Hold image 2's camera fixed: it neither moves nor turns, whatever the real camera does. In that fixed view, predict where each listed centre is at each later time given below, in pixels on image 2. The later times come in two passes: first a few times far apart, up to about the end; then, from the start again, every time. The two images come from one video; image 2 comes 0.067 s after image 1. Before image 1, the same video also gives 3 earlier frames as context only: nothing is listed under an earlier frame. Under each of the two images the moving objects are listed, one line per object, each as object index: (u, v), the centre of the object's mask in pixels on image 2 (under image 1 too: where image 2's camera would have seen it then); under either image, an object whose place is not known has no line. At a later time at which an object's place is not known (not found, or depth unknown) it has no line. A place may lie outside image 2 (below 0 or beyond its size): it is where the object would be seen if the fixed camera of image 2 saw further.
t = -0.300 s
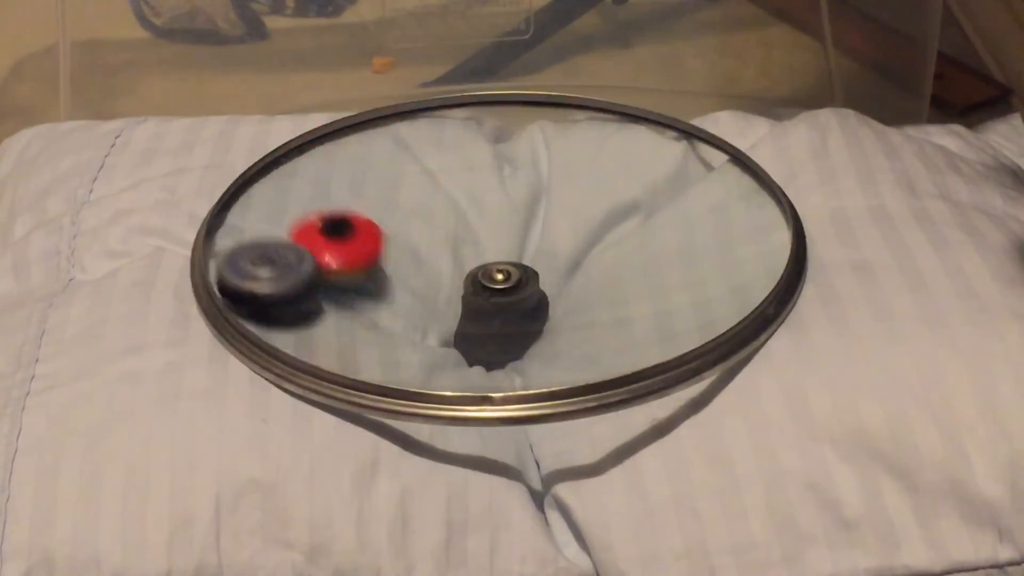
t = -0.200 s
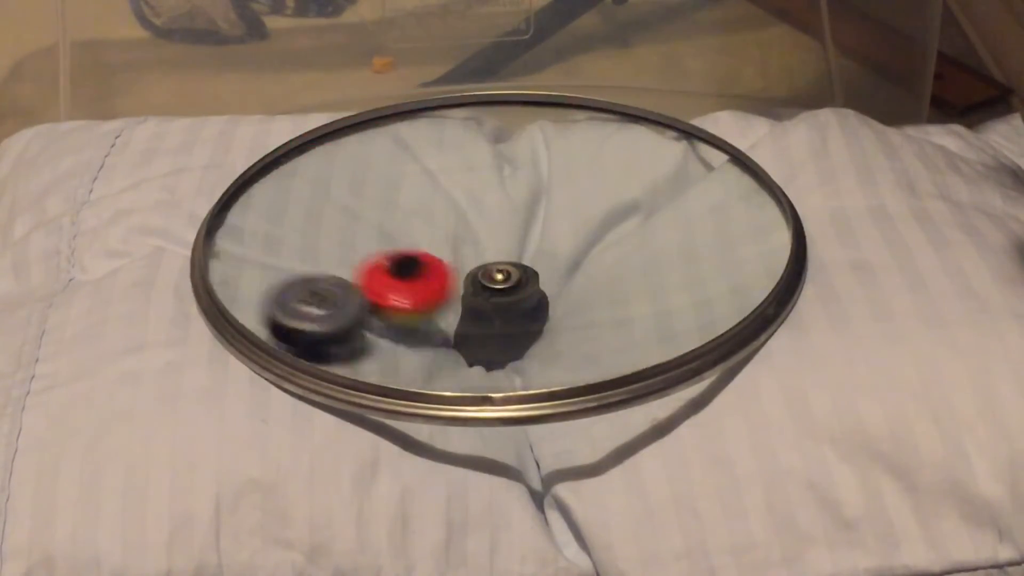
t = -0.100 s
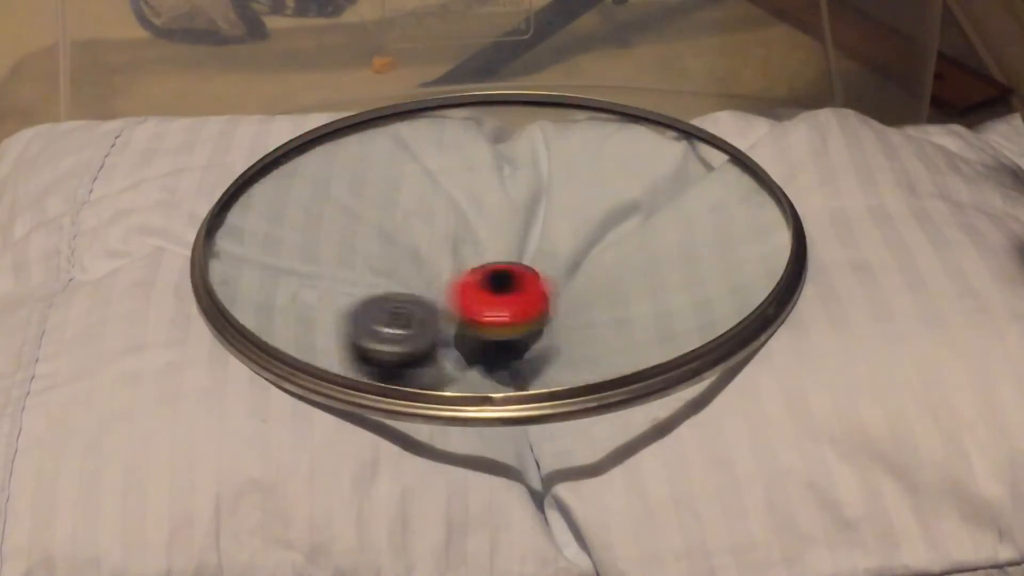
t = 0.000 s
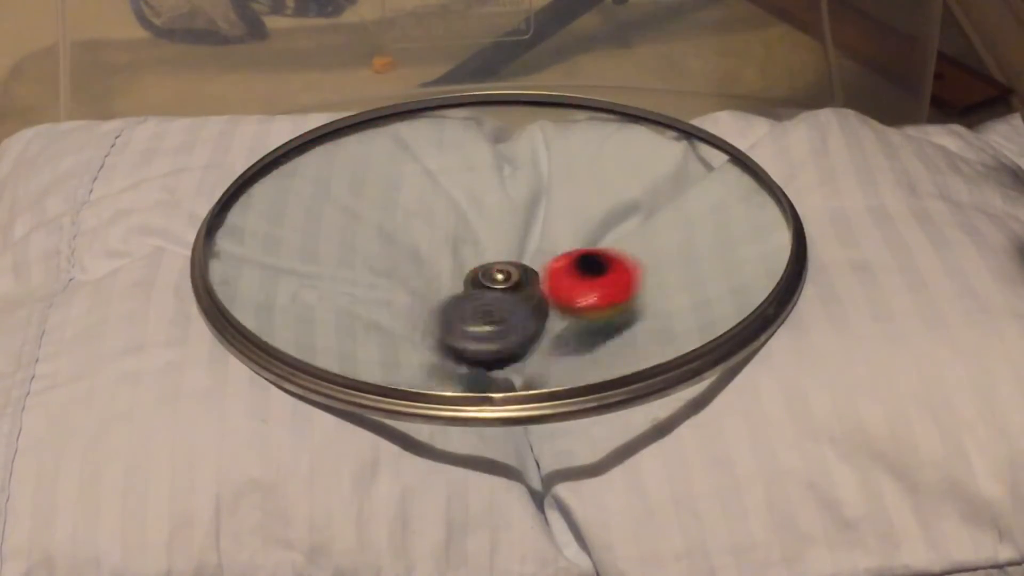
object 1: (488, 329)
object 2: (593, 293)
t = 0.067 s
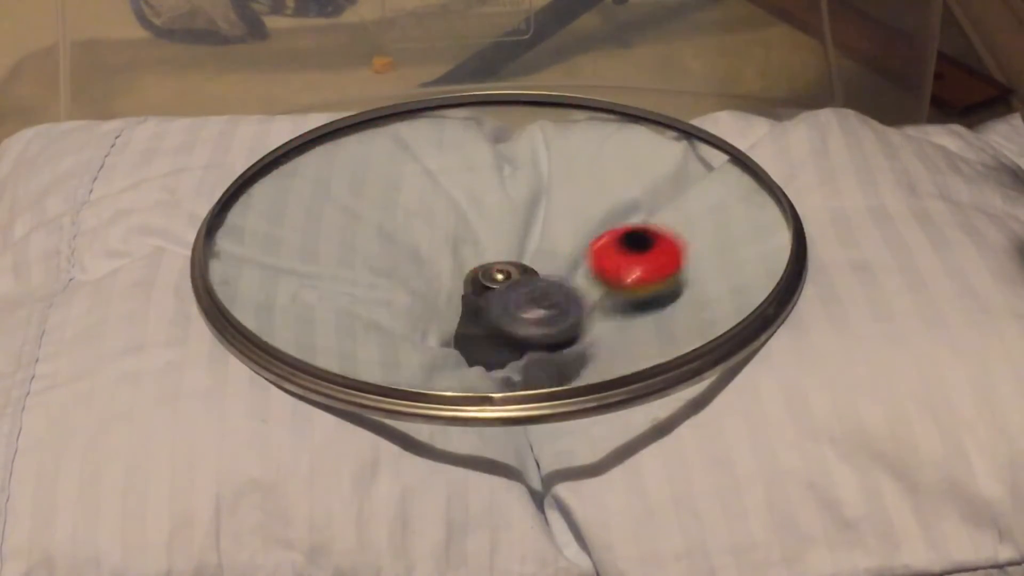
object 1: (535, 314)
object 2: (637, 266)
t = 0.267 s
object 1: (621, 232)
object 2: (660, 170)
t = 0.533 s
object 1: (561, 154)
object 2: (454, 127)
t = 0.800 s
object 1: (425, 148)
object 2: (306, 228)
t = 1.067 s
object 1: (346, 224)
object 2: (415, 337)
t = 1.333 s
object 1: (409, 301)
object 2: (644, 292)
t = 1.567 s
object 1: (551, 307)
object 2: (602, 191)
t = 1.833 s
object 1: (610, 236)
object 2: (389, 150)
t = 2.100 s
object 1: (520, 197)
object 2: (269, 240)
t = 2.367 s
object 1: (389, 180)
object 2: (447, 322)
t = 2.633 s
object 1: (327, 230)
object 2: (635, 243)
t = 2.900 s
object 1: (401, 293)
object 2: (551, 131)
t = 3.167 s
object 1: (536, 275)
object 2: (355, 168)
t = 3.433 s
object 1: (599, 224)
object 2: (354, 295)
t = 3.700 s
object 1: (550, 182)
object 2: (576, 313)
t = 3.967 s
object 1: (454, 205)
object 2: (658, 207)
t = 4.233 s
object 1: (380, 247)
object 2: (468, 155)
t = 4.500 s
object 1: (398, 294)
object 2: (293, 214)
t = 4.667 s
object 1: (453, 293)
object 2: (294, 286)
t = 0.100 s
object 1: (561, 302)
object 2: (654, 252)
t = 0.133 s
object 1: (582, 290)
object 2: (666, 236)
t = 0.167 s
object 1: (598, 278)
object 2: (673, 220)
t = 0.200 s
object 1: (609, 261)
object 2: (674, 203)
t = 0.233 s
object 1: (617, 245)
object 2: (670, 186)
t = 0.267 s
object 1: (621, 232)
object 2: (660, 170)
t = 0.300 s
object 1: (625, 221)
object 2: (646, 156)
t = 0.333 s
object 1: (621, 213)
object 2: (624, 141)
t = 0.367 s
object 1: (614, 201)
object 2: (599, 129)
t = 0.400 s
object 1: (607, 192)
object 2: (570, 124)
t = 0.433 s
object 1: (601, 184)
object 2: (541, 120)
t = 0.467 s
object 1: (587, 169)
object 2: (512, 127)
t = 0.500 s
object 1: (576, 160)
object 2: (483, 122)
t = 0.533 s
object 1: (561, 154)
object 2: (454, 127)
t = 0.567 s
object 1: (546, 149)
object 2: (426, 134)
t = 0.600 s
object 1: (530, 144)
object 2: (401, 147)
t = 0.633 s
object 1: (513, 141)
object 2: (377, 158)
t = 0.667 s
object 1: (494, 139)
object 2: (356, 171)
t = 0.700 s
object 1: (477, 139)
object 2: (336, 180)
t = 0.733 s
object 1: (457, 141)
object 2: (322, 195)
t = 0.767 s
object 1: (441, 143)
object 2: (312, 211)
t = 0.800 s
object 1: (425, 148)
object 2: (306, 228)
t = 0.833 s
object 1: (409, 154)
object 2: (303, 246)
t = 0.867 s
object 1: (394, 161)
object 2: (307, 266)
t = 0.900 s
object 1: (381, 169)
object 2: (314, 281)
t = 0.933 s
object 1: (369, 179)
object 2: (325, 295)
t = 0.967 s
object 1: (360, 190)
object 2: (339, 308)
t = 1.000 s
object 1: (354, 201)
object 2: (363, 322)
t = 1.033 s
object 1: (349, 212)
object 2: (386, 331)
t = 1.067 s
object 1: (346, 224)
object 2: (415, 337)
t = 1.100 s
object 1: (345, 239)
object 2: (449, 336)
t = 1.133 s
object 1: (348, 251)
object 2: (481, 337)
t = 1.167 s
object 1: (352, 265)
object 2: (512, 337)
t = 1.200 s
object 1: (360, 277)
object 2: (548, 338)
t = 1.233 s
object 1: (370, 286)
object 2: (579, 331)
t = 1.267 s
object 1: (380, 294)
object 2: (605, 323)
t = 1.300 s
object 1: (392, 293)
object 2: (628, 306)
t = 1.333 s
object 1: (409, 301)
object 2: (644, 292)
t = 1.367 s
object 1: (428, 307)
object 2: (654, 275)
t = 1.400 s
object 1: (449, 312)
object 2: (659, 257)
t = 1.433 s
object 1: (470, 315)
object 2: (658, 239)
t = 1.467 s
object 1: (494, 321)
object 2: (651, 224)
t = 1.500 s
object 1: (513, 314)
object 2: (639, 207)
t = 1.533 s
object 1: (532, 312)
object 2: (621, 199)
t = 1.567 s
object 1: (551, 307)
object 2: (602, 191)
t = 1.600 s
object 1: (569, 301)
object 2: (579, 170)
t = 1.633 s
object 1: (584, 293)
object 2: (552, 169)
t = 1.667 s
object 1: (596, 284)
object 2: (527, 162)
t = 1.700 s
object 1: (604, 275)
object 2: (500, 153)
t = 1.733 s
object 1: (610, 266)
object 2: (472, 144)
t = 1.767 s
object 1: (613, 256)
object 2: (444, 148)
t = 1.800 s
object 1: (613, 245)
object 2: (416, 149)
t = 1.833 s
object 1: (610, 236)
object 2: (389, 150)
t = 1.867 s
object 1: (605, 226)
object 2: (364, 155)
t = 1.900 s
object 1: (598, 217)
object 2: (337, 157)
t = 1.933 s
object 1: (588, 209)
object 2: (315, 164)
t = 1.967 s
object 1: (575, 222)
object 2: (296, 175)
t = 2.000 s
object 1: (564, 216)
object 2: (285, 194)
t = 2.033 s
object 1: (551, 210)
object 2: (273, 204)
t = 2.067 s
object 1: (535, 201)
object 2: (269, 225)
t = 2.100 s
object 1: (520, 197)
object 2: (269, 240)
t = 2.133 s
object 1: (505, 193)
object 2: (273, 257)
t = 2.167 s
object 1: (488, 187)
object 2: (282, 272)
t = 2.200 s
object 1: (471, 182)
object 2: (298, 288)
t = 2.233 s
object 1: (454, 180)
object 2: (319, 301)
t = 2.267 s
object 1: (438, 178)
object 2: (345, 313)
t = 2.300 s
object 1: (421, 177)
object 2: (377, 321)
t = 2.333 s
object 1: (404, 178)
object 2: (409, 325)
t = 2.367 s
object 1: (389, 180)
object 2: (447, 322)
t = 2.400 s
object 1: (375, 184)
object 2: (483, 325)
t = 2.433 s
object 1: (363, 188)
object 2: (509, 322)
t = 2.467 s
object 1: (352, 194)
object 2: (542, 309)
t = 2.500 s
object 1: (343, 200)
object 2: (572, 307)
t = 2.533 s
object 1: (336, 207)
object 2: (595, 293)
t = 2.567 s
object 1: (331, 214)
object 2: (613, 276)
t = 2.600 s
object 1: (328, 222)
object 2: (627, 260)
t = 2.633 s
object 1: (327, 230)
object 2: (635, 243)
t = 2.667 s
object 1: (329, 242)
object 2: (638, 227)
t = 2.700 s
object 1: (333, 249)
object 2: (637, 212)
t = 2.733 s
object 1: (339, 258)
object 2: (630, 197)
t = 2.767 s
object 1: (348, 268)
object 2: (620, 186)
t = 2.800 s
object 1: (359, 276)
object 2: (608, 165)
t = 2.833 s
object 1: (372, 283)
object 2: (591, 155)
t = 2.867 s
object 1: (387, 289)
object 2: (572, 143)
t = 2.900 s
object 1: (401, 293)
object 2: (551, 131)
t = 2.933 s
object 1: (417, 294)
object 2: (525, 131)
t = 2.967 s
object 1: (433, 295)
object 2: (501, 126)
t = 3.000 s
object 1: (453, 288)
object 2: (474, 119)
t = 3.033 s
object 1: (473, 288)
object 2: (447, 126)
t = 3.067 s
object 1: (494, 307)
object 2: (422, 135)
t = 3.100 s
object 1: (506, 282)
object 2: (399, 143)
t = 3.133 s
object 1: (521, 279)
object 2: (375, 154)
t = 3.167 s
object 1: (536, 275)
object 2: (355, 168)
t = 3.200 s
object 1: (550, 270)
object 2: (340, 182)
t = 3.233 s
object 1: (561, 264)
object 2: (329, 197)
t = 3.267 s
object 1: (572, 259)
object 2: (321, 214)
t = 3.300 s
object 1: (580, 252)
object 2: (318, 232)
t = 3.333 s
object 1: (588, 246)
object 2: (322, 249)
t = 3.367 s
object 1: (593, 239)
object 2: (328, 267)
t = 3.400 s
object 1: (597, 232)
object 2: (336, 279)
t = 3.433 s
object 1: (599, 224)
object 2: (354, 295)
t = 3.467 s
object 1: (599, 217)
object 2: (373, 306)
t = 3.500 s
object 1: (596, 211)
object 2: (398, 318)
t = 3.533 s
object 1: (592, 204)
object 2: (426, 328)
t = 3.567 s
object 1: (586, 198)
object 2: (455, 327)
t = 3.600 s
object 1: (578, 193)
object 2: (487, 326)
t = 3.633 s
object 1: (570, 189)
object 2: (512, 327)
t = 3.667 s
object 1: (560, 185)
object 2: (546, 321)
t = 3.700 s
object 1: (550, 182)
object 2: (576, 313)
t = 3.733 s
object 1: (538, 180)
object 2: (605, 314)
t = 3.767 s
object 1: (526, 179)
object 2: (628, 301)
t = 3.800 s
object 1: (514, 178)
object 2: (646, 287)
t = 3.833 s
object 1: (501, 179)
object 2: (660, 272)
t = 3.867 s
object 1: (492, 202)
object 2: (667, 256)
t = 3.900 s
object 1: (478, 201)
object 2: (669, 240)
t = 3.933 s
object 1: (466, 203)
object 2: (666, 223)
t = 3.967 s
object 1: (454, 205)
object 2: (658, 207)
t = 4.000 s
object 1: (441, 208)
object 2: (643, 197)
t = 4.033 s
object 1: (429, 212)
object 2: (623, 188)
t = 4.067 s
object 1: (418, 215)
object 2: (604, 181)
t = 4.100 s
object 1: (408, 219)
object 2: (578, 167)
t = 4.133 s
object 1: (399, 225)
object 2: (552, 156)
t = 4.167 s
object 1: (392, 232)
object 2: (525, 157)
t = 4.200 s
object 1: (386, 238)
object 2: (497, 154)
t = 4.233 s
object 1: (380, 247)
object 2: (468, 155)
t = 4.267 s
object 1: (376, 254)
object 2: (441, 155)
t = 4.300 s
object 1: (375, 260)
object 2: (413, 158)
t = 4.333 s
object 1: (374, 269)
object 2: (387, 164)
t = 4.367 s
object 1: (376, 277)
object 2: (364, 171)
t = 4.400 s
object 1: (380, 282)
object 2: (342, 180)
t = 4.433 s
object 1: (385, 286)
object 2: (323, 190)
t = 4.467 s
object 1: (391, 291)
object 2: (307, 201)
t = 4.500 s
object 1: (398, 294)
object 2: (293, 214)
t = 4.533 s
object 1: (407, 297)
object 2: (284, 228)
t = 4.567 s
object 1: (416, 299)
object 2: (281, 242)
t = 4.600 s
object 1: (428, 303)
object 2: (280, 258)
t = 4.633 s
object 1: (441, 293)
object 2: (284, 271)
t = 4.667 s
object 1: (453, 293)
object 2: (294, 286)
